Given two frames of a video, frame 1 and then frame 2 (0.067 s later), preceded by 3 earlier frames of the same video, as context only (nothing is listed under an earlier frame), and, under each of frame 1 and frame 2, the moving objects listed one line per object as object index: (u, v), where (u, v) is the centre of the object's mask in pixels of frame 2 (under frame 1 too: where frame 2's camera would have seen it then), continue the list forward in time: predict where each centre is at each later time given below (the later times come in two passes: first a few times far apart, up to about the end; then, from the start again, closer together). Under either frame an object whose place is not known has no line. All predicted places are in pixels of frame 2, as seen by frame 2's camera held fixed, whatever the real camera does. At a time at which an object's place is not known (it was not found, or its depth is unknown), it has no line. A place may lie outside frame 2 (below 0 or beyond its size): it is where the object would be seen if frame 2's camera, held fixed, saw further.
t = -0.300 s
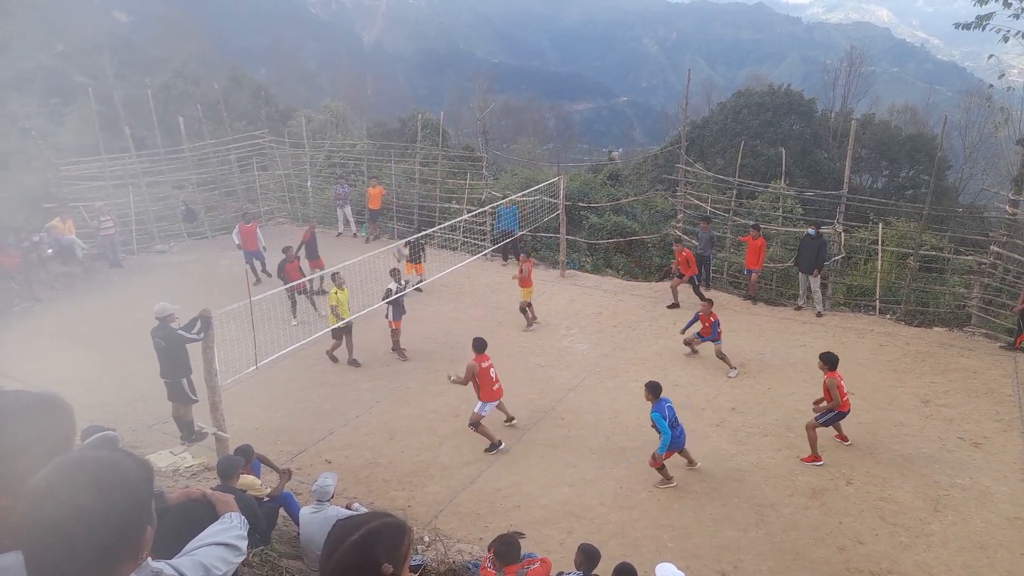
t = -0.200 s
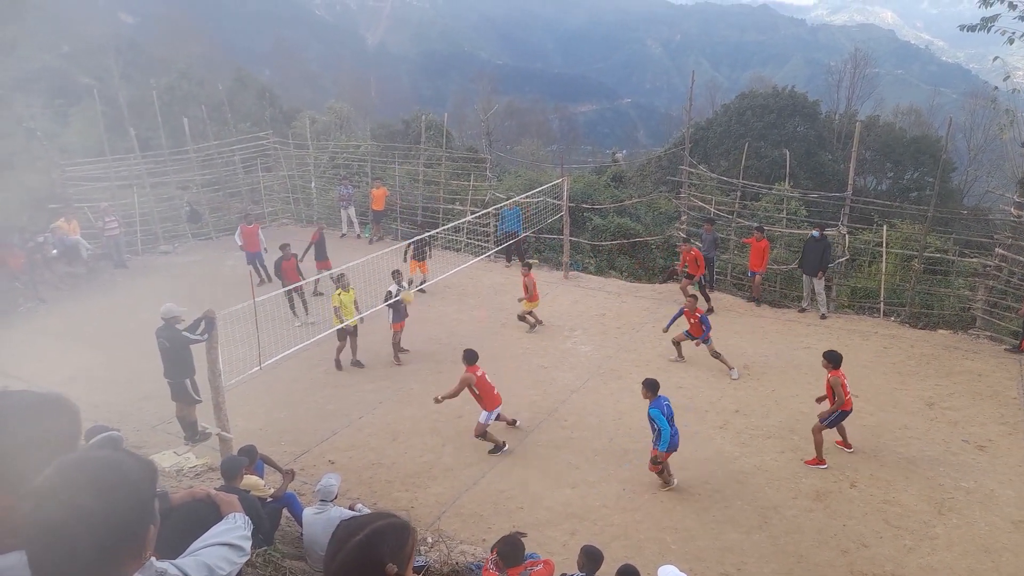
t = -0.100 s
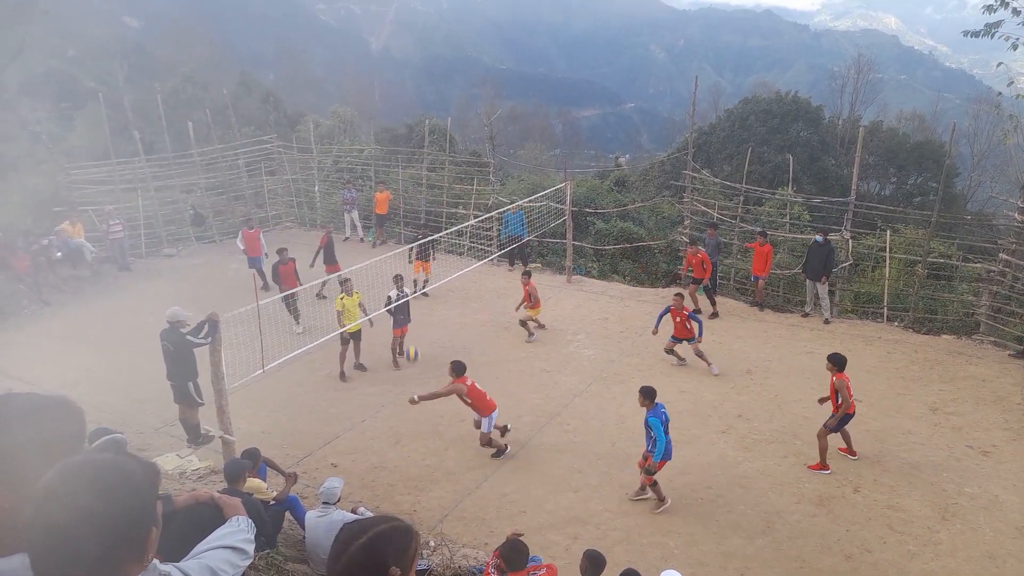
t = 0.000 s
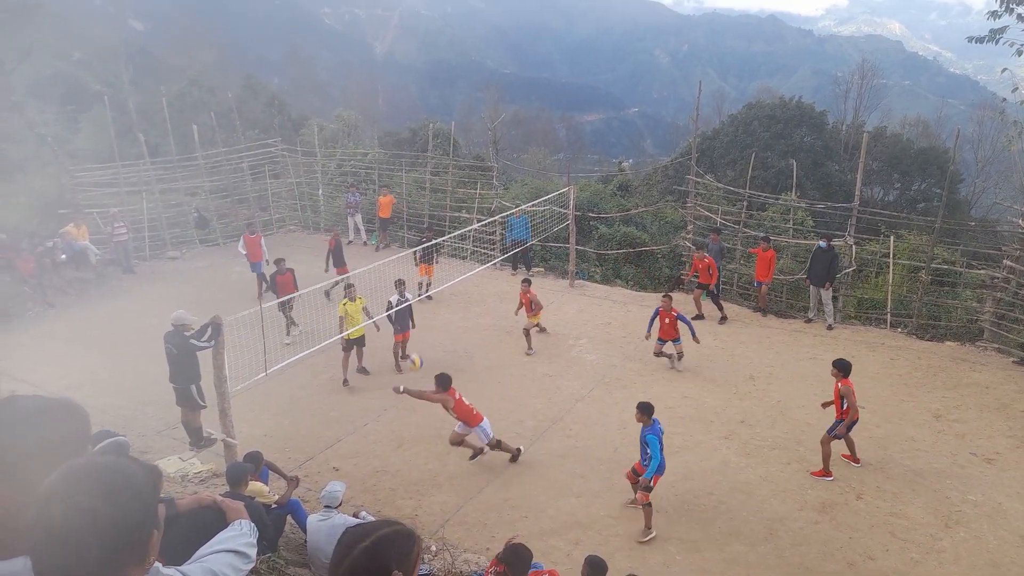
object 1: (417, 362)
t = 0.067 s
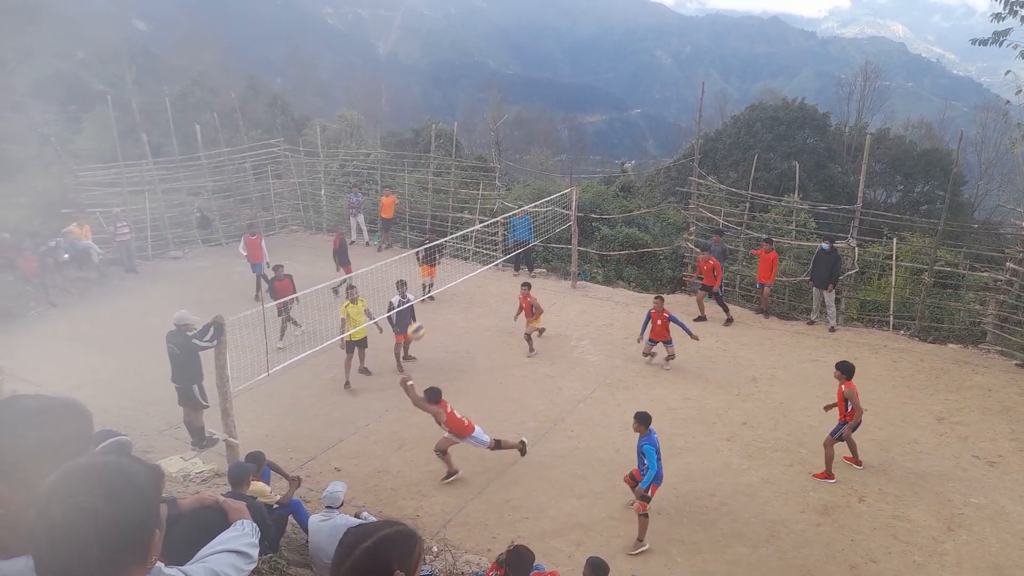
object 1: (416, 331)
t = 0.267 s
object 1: (415, 248)
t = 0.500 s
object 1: (418, 187)
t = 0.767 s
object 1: (426, 173)
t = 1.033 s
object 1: (438, 222)
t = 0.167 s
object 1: (416, 287)
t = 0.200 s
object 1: (415, 273)
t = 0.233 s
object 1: (415, 260)
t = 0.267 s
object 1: (415, 248)
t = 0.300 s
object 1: (415, 236)
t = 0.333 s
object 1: (416, 226)
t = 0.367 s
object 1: (416, 217)
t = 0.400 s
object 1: (416, 208)
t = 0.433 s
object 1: (417, 200)
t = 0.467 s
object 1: (418, 193)
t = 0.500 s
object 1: (418, 187)
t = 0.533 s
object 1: (419, 182)
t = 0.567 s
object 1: (420, 178)
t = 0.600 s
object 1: (421, 174)
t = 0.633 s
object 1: (421, 172)
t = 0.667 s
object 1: (423, 170)
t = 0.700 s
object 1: (424, 171)
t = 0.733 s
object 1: (425, 171)
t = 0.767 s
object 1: (426, 173)
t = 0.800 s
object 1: (427, 176)
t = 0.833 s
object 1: (429, 178)
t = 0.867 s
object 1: (431, 184)
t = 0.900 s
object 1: (432, 189)
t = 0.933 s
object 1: (434, 195)
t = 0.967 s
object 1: (435, 204)
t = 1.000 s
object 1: (437, 212)
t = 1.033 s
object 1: (438, 222)
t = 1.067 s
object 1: (439, 231)
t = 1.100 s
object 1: (441, 241)
